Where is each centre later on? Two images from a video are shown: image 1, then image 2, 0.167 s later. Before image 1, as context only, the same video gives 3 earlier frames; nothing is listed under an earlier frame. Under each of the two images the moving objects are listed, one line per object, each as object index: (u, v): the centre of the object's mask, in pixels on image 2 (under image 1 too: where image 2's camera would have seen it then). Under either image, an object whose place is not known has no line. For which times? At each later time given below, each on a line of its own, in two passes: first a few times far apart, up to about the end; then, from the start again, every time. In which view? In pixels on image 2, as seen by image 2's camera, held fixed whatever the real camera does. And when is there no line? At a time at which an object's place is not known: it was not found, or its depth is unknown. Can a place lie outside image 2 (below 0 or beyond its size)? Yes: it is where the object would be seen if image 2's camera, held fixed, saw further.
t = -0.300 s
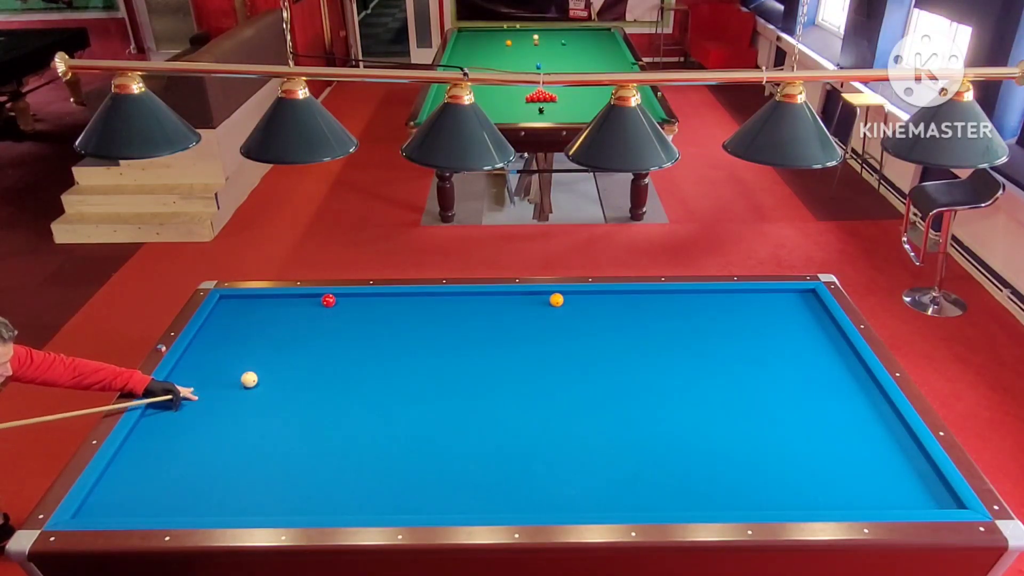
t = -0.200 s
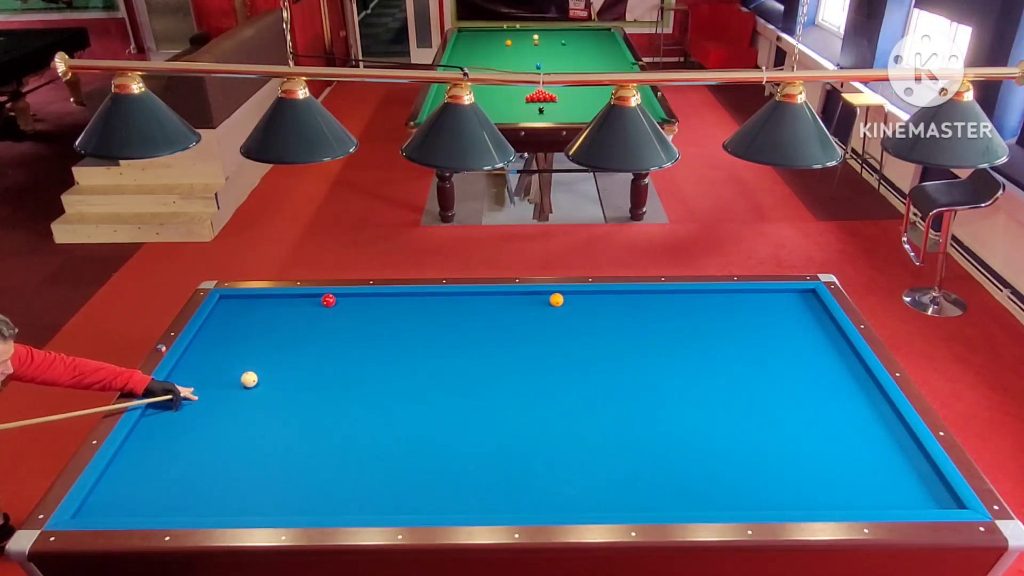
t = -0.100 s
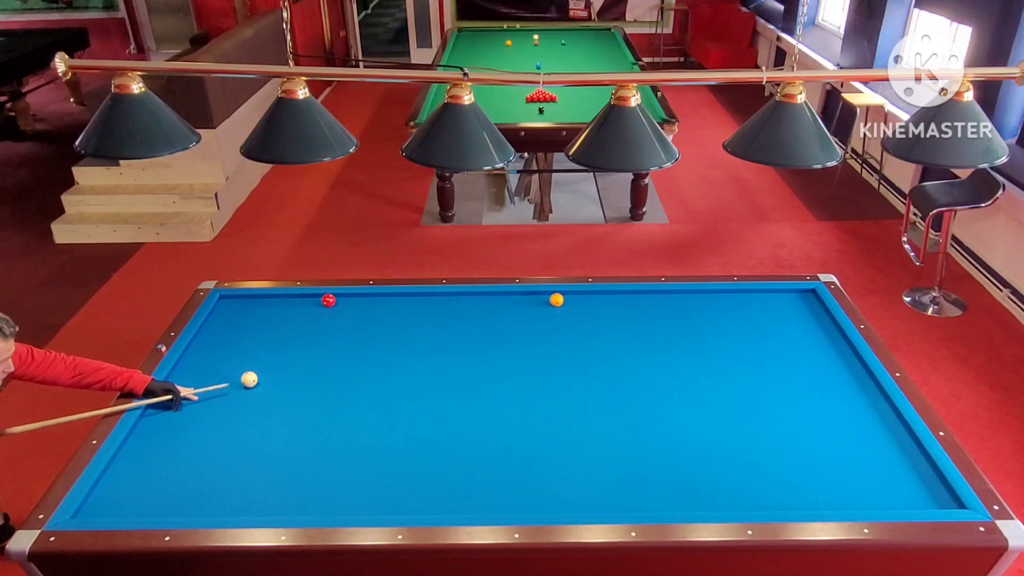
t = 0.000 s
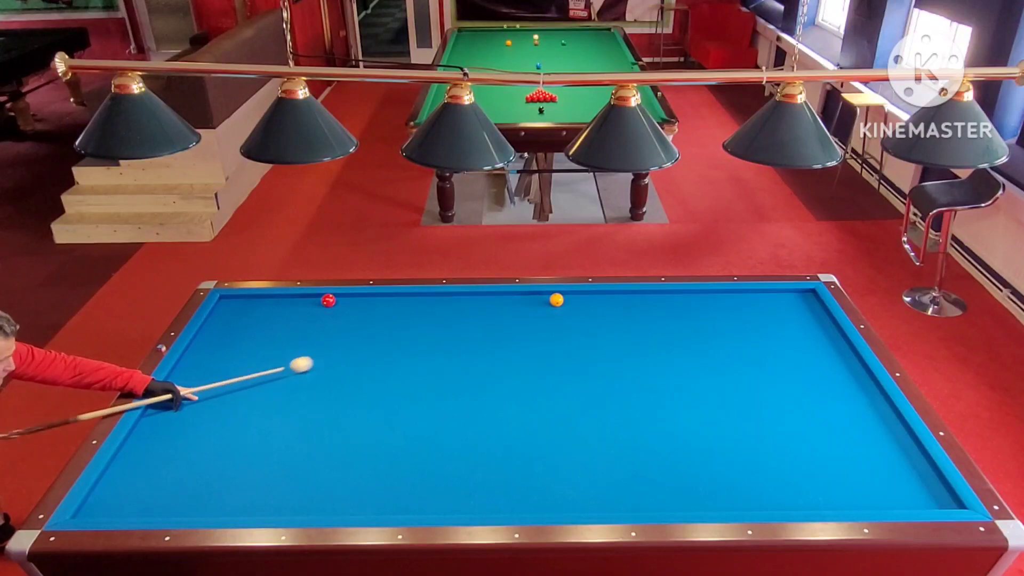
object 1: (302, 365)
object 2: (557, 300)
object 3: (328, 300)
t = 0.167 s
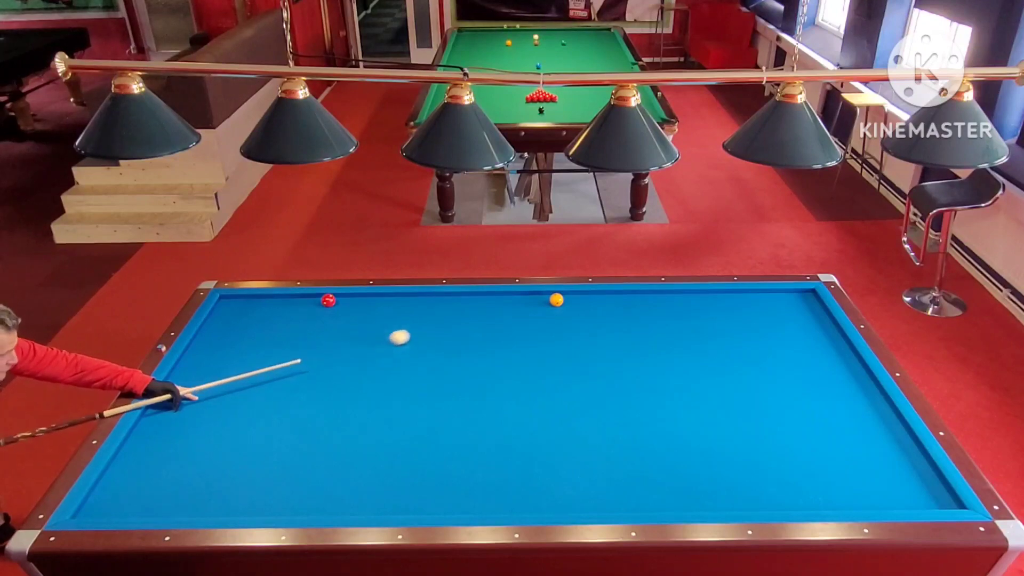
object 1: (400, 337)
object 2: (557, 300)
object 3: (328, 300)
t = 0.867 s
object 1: (634, 334)
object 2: (674, 312)
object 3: (328, 300)
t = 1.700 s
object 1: (900, 431)
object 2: (800, 333)
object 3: (328, 300)
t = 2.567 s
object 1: (776, 466)
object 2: (687, 347)
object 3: (328, 300)
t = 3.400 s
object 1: (623, 405)
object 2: (582, 360)
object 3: (328, 300)
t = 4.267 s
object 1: (500, 356)
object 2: (475, 373)
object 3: (328, 300)
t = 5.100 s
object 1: (406, 320)
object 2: (375, 385)
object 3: (328, 300)
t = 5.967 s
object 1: (340, 299)
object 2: (276, 396)
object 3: (319, 302)
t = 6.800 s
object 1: (331, 303)
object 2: (186, 406)
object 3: (282, 308)
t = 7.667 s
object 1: (327, 305)
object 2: (177, 414)
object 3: (248, 314)
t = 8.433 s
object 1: (326, 305)
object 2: (209, 418)
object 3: (223, 318)
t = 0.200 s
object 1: (417, 333)
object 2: (557, 300)
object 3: (328, 300)
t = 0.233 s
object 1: (434, 328)
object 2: (556, 300)
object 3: (328, 300)
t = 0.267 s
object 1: (451, 323)
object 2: (556, 300)
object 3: (328, 300)
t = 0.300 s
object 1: (468, 319)
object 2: (556, 300)
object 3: (328, 300)
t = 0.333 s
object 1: (484, 314)
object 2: (556, 300)
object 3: (328, 300)
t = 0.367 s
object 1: (500, 310)
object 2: (556, 300)
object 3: (328, 300)
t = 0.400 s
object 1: (516, 305)
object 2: (556, 300)
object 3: (328, 300)
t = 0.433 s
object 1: (531, 301)
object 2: (556, 300)
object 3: (328, 300)
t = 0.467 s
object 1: (544, 297)
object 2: (559, 300)
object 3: (328, 300)
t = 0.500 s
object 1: (548, 295)
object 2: (570, 301)
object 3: (328, 300)
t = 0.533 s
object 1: (555, 299)
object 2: (582, 303)
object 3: (328, 300)
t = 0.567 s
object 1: (561, 304)
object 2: (592, 304)
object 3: (328, 300)
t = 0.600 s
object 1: (568, 307)
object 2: (603, 305)
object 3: (328, 300)
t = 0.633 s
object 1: (575, 311)
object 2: (613, 306)
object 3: (328, 300)
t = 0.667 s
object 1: (583, 315)
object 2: (623, 307)
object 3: (328, 300)
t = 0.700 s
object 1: (590, 318)
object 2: (631, 308)
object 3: (328, 300)
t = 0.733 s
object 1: (599, 322)
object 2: (640, 309)
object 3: (328, 300)
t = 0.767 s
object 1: (607, 325)
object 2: (648, 310)
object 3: (328, 300)
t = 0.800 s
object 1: (616, 328)
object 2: (657, 311)
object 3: (328, 300)
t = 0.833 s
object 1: (625, 331)
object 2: (666, 312)
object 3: (328, 300)
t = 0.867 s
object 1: (634, 334)
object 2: (674, 312)
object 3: (328, 300)
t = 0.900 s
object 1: (643, 338)
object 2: (683, 313)
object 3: (328, 300)
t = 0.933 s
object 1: (652, 341)
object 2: (692, 314)
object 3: (328, 300)
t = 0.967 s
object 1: (661, 344)
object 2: (701, 315)
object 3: (328, 300)
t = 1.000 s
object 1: (670, 348)
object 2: (710, 316)
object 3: (328, 300)
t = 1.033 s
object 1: (680, 351)
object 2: (718, 317)
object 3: (328, 300)
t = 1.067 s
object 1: (690, 355)
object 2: (727, 318)
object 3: (328, 300)
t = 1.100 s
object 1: (699, 358)
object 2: (736, 319)
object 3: (328, 300)
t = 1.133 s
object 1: (709, 362)
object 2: (745, 320)
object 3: (328, 300)
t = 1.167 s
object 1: (719, 365)
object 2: (754, 321)
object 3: (328, 300)
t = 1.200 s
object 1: (729, 369)
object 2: (763, 322)
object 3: (328, 300)
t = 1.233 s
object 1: (739, 373)
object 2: (771, 323)
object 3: (328, 300)
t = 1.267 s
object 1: (750, 377)
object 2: (780, 324)
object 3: (328, 300)
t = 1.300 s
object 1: (760, 381)
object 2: (789, 325)
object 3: (328, 300)
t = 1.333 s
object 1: (771, 384)
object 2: (798, 326)
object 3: (328, 300)
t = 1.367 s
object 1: (782, 388)
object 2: (807, 327)
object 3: (328, 300)
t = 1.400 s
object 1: (793, 393)
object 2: (817, 328)
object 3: (328, 300)
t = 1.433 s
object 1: (804, 397)
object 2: (826, 329)
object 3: (328, 300)
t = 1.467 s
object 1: (815, 401)
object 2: (835, 330)
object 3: (328, 300)
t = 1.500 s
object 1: (827, 405)
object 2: (831, 330)
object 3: (328, 300)
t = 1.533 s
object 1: (838, 409)
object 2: (825, 331)
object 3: (328, 300)
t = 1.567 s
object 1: (850, 413)
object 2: (819, 331)
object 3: (328, 300)
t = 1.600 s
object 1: (863, 418)
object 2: (813, 332)
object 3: (328, 300)
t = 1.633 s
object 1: (875, 422)
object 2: (808, 332)
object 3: (328, 300)
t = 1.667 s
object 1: (887, 427)
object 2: (804, 333)
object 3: (328, 300)
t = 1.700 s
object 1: (900, 431)
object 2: (800, 333)
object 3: (328, 300)
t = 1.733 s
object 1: (907, 436)
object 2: (795, 334)
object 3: (328, 300)
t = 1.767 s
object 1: (903, 441)
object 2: (791, 335)
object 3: (328, 300)
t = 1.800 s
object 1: (899, 446)
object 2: (786, 335)
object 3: (328, 300)
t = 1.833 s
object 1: (895, 451)
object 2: (782, 336)
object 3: (328, 300)
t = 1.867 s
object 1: (892, 456)
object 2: (778, 336)
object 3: (328, 300)
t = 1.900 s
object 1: (890, 462)
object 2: (773, 337)
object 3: (328, 300)
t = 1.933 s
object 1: (887, 467)
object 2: (769, 337)
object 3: (328, 300)
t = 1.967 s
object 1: (885, 472)
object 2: (765, 338)
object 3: (328, 300)
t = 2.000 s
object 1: (882, 478)
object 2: (760, 338)
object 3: (328, 300)
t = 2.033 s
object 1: (880, 483)
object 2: (756, 339)
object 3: (328, 300)
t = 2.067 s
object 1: (877, 489)
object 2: (752, 339)
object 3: (328, 300)
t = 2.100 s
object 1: (875, 494)
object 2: (747, 340)
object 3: (328, 300)
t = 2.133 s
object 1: (872, 500)
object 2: (743, 340)
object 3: (328, 300)
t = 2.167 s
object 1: (869, 503)
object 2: (739, 341)
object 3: (328, 300)
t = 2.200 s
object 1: (860, 500)
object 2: (734, 341)
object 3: (328, 300)
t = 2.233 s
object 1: (851, 496)
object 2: (730, 342)
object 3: (328, 300)
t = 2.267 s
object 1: (843, 493)
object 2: (726, 343)
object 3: (328, 300)
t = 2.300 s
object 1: (835, 490)
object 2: (721, 343)
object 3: (328, 300)
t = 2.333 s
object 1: (827, 487)
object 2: (717, 344)
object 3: (328, 300)
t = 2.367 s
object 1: (820, 484)
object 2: (713, 344)
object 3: (328, 300)
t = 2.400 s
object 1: (812, 481)
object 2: (709, 345)
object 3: (328, 300)
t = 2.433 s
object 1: (805, 478)
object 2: (704, 345)
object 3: (328, 300)
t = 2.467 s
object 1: (797, 475)
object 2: (700, 346)
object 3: (328, 300)
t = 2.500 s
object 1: (790, 472)
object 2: (696, 346)
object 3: (328, 300)
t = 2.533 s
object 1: (783, 469)
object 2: (692, 347)
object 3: (328, 300)
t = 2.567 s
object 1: (776, 466)
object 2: (687, 347)
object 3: (328, 300)
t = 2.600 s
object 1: (769, 463)
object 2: (683, 348)
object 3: (328, 300)
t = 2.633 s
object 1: (762, 461)
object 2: (679, 348)
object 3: (328, 300)
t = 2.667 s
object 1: (755, 458)
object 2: (675, 349)
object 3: (328, 300)
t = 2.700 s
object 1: (749, 455)
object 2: (670, 349)
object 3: (328, 300)
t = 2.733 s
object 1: (742, 452)
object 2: (666, 350)
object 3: (328, 300)
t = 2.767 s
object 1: (735, 450)
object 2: (662, 351)
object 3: (328, 300)
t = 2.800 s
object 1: (729, 447)
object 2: (657, 351)
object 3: (328, 300)
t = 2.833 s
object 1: (722, 445)
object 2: (653, 352)
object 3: (328, 300)
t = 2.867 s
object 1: (716, 442)
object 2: (649, 352)
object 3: (328, 300)
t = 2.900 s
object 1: (709, 440)
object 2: (645, 352)
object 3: (328, 300)
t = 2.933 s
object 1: (703, 437)
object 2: (641, 353)
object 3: (328, 300)
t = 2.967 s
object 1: (697, 435)
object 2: (637, 353)
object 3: (328, 300)
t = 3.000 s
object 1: (691, 432)
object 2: (632, 354)
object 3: (328, 300)
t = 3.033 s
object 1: (685, 430)
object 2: (628, 355)
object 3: (328, 300)
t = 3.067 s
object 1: (679, 427)
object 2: (624, 355)
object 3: (328, 300)
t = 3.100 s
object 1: (673, 425)
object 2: (620, 355)
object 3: (328, 300)
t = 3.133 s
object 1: (668, 423)
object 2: (615, 356)
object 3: (328, 300)
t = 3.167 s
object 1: (662, 421)
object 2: (611, 356)
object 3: (328, 300)
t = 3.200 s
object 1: (656, 418)
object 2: (607, 357)
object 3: (328, 300)
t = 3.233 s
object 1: (650, 416)
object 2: (603, 358)
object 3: (328, 300)
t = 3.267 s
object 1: (645, 414)
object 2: (598, 358)
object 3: (328, 300)
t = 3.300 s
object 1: (639, 412)
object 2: (594, 359)
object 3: (328, 300)
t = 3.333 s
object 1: (634, 409)
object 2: (590, 359)
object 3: (328, 300)
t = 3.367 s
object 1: (628, 407)
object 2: (586, 360)
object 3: (328, 300)
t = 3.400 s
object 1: (623, 405)
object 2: (582, 360)
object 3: (328, 300)
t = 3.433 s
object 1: (617, 403)
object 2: (577, 361)
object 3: (328, 300)
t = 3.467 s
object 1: (612, 401)
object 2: (573, 361)
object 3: (328, 300)
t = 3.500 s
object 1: (607, 399)
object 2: (569, 362)
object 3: (328, 300)
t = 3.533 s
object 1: (602, 397)
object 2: (565, 362)
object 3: (328, 300)
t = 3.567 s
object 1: (597, 395)
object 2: (561, 363)
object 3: (328, 300)
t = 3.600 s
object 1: (591, 393)
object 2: (557, 363)
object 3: (328, 300)
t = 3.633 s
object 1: (586, 391)
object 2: (552, 364)
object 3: (328, 300)
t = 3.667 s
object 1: (581, 389)
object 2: (548, 364)
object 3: (328, 300)
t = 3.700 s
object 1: (576, 387)
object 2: (544, 365)
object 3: (328, 300)
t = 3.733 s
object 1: (572, 385)
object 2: (540, 365)
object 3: (328, 300)
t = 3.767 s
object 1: (567, 383)
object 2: (536, 366)
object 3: (328, 300)
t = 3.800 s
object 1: (562, 381)
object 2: (531, 366)
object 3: (328, 300)
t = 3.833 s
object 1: (557, 379)
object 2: (527, 367)
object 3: (328, 300)
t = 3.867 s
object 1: (553, 377)
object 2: (523, 367)
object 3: (328, 300)
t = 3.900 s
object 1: (548, 376)
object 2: (519, 368)
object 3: (328, 300)
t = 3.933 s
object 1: (543, 374)
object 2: (515, 368)
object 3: (328, 300)
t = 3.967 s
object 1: (539, 372)
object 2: (511, 369)
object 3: (328, 300)
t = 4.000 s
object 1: (534, 370)
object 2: (507, 369)
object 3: (328, 300)
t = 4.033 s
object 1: (530, 368)
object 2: (503, 370)
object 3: (328, 300)
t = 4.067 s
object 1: (525, 367)
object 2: (499, 370)
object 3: (328, 300)
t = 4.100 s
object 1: (521, 365)
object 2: (495, 370)
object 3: (328, 300)
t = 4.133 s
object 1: (516, 363)
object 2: (490, 371)
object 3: (328, 300)
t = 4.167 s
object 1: (512, 361)
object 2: (486, 372)
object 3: (328, 300)
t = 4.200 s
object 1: (508, 360)
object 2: (483, 372)
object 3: (328, 300)
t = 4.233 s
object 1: (504, 358)
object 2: (478, 372)
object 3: (328, 300)
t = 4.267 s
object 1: (500, 356)
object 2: (475, 373)
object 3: (328, 300)
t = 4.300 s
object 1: (495, 355)
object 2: (470, 373)
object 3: (328, 300)
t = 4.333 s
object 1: (491, 353)
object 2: (466, 374)
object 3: (328, 300)
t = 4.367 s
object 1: (487, 352)
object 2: (462, 375)
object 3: (328, 300)
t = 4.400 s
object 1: (483, 350)
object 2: (458, 375)
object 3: (328, 300)
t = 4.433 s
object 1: (479, 348)
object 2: (454, 375)
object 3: (328, 300)
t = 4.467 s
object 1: (475, 347)
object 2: (450, 376)
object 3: (328, 300)
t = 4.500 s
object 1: (471, 345)
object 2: (446, 376)
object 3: (328, 300)
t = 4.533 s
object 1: (467, 344)
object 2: (442, 377)
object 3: (328, 300)
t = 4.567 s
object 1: (464, 342)
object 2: (438, 377)
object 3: (328, 300)
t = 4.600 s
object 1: (460, 341)
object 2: (434, 378)
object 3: (328, 300)
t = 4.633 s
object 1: (456, 339)
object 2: (430, 378)
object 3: (328, 300)
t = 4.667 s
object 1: (452, 338)
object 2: (426, 378)
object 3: (328, 300)
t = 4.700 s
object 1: (448, 336)
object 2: (422, 379)
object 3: (328, 300)
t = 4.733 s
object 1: (445, 335)
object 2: (418, 379)
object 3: (328, 300)
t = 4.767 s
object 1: (441, 333)
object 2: (414, 380)
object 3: (328, 300)
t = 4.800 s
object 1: (437, 332)
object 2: (410, 381)
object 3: (328, 300)
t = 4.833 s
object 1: (434, 331)
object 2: (406, 381)
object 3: (328, 300)
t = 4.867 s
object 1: (430, 329)
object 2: (402, 382)
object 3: (328, 300)
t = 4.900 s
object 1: (427, 328)
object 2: (398, 382)
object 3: (328, 300)
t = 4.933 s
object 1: (423, 327)
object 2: (394, 383)
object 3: (328, 300)
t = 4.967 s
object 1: (420, 325)
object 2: (390, 383)
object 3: (328, 300)
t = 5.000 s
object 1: (416, 324)
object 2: (387, 383)
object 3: (328, 300)
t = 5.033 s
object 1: (413, 322)
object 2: (383, 384)
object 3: (328, 300)
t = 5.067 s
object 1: (409, 321)
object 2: (378, 384)
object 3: (328, 300)
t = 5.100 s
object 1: (406, 320)
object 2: (375, 385)
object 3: (328, 300)
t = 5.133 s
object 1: (403, 318)
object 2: (371, 385)
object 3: (328, 300)
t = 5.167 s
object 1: (400, 317)
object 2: (367, 386)
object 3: (328, 300)
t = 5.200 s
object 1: (396, 316)
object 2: (363, 386)
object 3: (328, 300)
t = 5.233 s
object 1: (393, 315)
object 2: (359, 387)
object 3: (328, 300)
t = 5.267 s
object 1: (390, 313)
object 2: (355, 387)
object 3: (328, 300)
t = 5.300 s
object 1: (387, 312)
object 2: (352, 387)
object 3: (328, 300)
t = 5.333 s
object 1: (383, 311)
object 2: (348, 388)
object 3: (328, 300)
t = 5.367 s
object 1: (381, 310)
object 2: (344, 388)
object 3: (328, 300)
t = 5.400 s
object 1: (377, 308)
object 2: (340, 389)
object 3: (328, 300)
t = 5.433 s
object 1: (374, 307)
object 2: (336, 389)
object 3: (328, 300)
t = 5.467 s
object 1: (371, 306)
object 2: (332, 390)
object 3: (328, 300)
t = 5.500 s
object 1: (368, 305)
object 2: (328, 390)
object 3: (328, 300)
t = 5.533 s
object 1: (365, 304)
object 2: (325, 391)
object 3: (328, 300)
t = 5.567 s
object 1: (362, 302)
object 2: (321, 391)
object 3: (328, 300)
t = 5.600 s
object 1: (359, 301)
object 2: (317, 392)
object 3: (328, 300)
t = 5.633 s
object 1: (356, 300)
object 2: (313, 392)
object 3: (328, 300)
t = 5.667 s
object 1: (353, 299)
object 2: (309, 392)
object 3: (328, 300)
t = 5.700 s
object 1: (351, 298)
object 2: (306, 393)
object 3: (328, 300)
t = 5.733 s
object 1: (348, 297)
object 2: (302, 393)
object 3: (328, 300)
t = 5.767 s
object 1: (345, 297)
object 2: (299, 394)
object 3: (328, 300)
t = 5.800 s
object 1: (342, 298)
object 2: (295, 394)
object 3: (328, 300)
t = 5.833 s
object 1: (342, 298)
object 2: (291, 394)
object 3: (327, 300)
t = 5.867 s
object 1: (341, 298)
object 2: (287, 395)
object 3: (324, 301)
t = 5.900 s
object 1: (341, 298)
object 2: (283, 395)
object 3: (323, 301)
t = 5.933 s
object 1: (340, 299)
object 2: (280, 396)
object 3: (321, 301)
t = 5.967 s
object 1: (340, 299)
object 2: (276, 396)
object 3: (319, 302)
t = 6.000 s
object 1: (339, 299)
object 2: (272, 397)
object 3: (318, 302)
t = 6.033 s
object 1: (339, 299)
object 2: (268, 397)
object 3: (316, 302)
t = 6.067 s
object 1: (339, 300)
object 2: (265, 398)
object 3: (315, 303)
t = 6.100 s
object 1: (338, 300)
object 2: (261, 398)
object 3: (313, 303)
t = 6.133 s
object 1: (338, 300)
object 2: (257, 398)
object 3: (312, 303)
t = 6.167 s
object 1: (337, 300)
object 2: (254, 399)
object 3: (310, 303)
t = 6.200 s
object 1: (337, 300)
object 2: (250, 399)
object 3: (309, 304)
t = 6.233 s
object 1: (337, 301)
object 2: (246, 400)
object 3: (307, 304)
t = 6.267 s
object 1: (336, 301)
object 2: (243, 400)
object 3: (305, 304)
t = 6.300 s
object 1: (336, 301)
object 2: (239, 400)
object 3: (304, 304)
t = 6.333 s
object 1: (336, 301)
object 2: (236, 401)
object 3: (302, 305)
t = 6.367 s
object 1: (335, 301)
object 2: (232, 401)
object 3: (301, 305)
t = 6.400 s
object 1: (335, 301)
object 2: (228, 402)
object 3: (299, 305)
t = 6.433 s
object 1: (334, 301)
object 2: (225, 402)
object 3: (298, 306)
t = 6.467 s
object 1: (334, 302)
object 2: (221, 402)
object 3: (296, 306)
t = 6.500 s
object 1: (334, 302)
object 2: (218, 403)
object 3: (295, 306)
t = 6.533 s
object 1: (333, 302)
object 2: (214, 403)
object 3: (293, 306)
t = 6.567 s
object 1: (333, 302)
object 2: (210, 404)
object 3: (292, 307)
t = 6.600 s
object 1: (333, 302)
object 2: (207, 404)
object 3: (291, 307)
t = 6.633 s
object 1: (333, 302)
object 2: (203, 404)
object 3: (289, 307)
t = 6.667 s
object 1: (332, 303)
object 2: (200, 405)
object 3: (288, 308)
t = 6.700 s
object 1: (332, 303)
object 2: (196, 405)
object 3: (286, 308)
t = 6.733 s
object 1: (332, 303)
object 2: (193, 406)
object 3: (285, 308)
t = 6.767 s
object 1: (331, 303)
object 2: (189, 406)
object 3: (283, 308)
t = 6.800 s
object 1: (331, 303)
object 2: (186, 406)
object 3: (282, 308)
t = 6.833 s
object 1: (331, 303)
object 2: (182, 407)
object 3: (281, 309)
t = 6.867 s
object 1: (331, 303)
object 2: (179, 407)
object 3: (279, 309)
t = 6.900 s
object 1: (330, 304)
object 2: (175, 408)
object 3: (278, 309)
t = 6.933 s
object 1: (330, 304)
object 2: (172, 408)
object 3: (276, 310)
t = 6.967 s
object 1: (330, 304)
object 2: (168, 408)
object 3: (275, 310)
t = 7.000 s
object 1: (330, 304)
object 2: (165, 409)
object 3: (274, 310)
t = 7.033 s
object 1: (329, 304)
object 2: (161, 409)
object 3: (272, 310)
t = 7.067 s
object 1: (329, 304)
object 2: (158, 409)
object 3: (271, 310)
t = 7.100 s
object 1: (329, 304)
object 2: (154, 410)
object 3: (270, 311)
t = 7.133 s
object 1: (329, 304)
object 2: (151, 410)
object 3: (268, 311)
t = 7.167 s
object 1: (329, 304)
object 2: (151, 411)
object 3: (267, 311)
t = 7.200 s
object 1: (329, 304)
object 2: (153, 411)
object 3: (266, 311)
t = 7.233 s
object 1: (329, 304)
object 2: (155, 411)
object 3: (264, 311)
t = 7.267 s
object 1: (328, 304)
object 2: (157, 411)
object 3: (263, 312)
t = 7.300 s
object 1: (328, 305)
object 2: (158, 411)
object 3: (262, 312)
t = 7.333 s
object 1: (328, 305)
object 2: (160, 412)
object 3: (260, 312)
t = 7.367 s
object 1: (328, 305)
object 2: (162, 412)
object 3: (259, 312)
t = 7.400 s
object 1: (328, 305)
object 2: (163, 412)
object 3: (258, 313)
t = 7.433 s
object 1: (327, 305)
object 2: (165, 412)
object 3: (257, 313)
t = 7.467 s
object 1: (327, 305)
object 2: (167, 413)
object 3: (255, 313)
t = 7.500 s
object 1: (327, 305)
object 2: (169, 413)
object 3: (254, 313)
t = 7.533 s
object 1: (327, 305)
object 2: (170, 413)
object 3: (253, 313)
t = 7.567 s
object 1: (327, 305)
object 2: (172, 413)
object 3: (252, 314)
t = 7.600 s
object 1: (327, 305)
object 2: (173, 413)
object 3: (250, 314)
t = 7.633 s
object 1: (327, 305)
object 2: (175, 414)
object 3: (249, 314)
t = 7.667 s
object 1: (327, 305)
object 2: (177, 414)
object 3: (248, 314)
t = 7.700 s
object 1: (327, 305)
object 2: (178, 414)
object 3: (247, 314)
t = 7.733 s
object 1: (326, 305)
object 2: (180, 414)
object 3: (246, 315)
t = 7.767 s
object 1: (326, 305)
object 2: (181, 414)
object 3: (245, 315)
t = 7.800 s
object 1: (326, 305)
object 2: (183, 415)
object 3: (243, 315)
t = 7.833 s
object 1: (326, 305)
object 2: (184, 415)
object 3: (242, 315)
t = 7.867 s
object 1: (326, 305)
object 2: (186, 415)
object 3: (241, 315)
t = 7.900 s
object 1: (326, 305)
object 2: (187, 415)
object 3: (240, 316)
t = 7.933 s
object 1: (326, 305)
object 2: (188, 415)
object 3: (239, 316)
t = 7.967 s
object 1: (326, 305)
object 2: (190, 416)
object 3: (238, 316)
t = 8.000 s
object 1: (326, 305)
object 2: (191, 416)
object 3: (237, 316)
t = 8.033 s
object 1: (326, 305)
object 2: (193, 416)
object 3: (236, 316)
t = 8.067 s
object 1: (326, 305)
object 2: (194, 416)
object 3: (234, 316)
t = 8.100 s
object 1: (326, 305)
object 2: (196, 417)
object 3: (234, 317)
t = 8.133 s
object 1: (326, 305)
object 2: (197, 417)
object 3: (232, 317)
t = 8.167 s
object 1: (326, 305)
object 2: (198, 417)
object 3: (231, 317)
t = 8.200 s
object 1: (326, 305)
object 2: (200, 417)
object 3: (230, 317)
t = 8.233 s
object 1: (326, 305)
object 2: (201, 417)
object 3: (229, 317)
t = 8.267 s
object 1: (326, 305)
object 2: (202, 418)
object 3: (228, 317)
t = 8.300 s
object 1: (326, 305)
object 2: (204, 418)
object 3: (227, 318)
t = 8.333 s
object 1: (326, 305)
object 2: (205, 418)
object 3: (226, 318)
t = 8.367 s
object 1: (326, 305)
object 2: (206, 418)
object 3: (225, 318)
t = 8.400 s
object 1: (326, 305)
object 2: (208, 418)
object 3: (224, 318)
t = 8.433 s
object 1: (326, 305)
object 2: (209, 418)
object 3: (223, 318)
